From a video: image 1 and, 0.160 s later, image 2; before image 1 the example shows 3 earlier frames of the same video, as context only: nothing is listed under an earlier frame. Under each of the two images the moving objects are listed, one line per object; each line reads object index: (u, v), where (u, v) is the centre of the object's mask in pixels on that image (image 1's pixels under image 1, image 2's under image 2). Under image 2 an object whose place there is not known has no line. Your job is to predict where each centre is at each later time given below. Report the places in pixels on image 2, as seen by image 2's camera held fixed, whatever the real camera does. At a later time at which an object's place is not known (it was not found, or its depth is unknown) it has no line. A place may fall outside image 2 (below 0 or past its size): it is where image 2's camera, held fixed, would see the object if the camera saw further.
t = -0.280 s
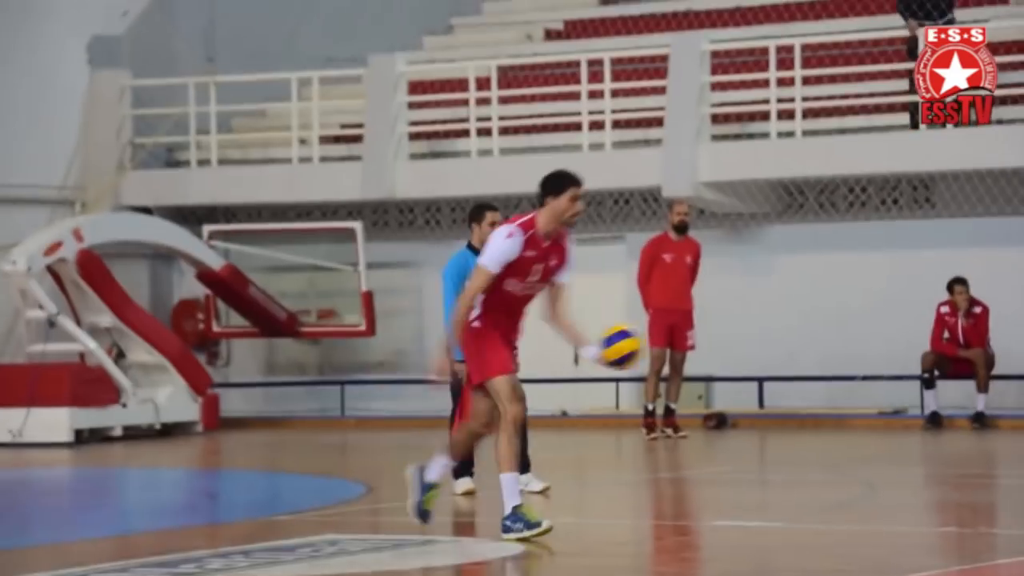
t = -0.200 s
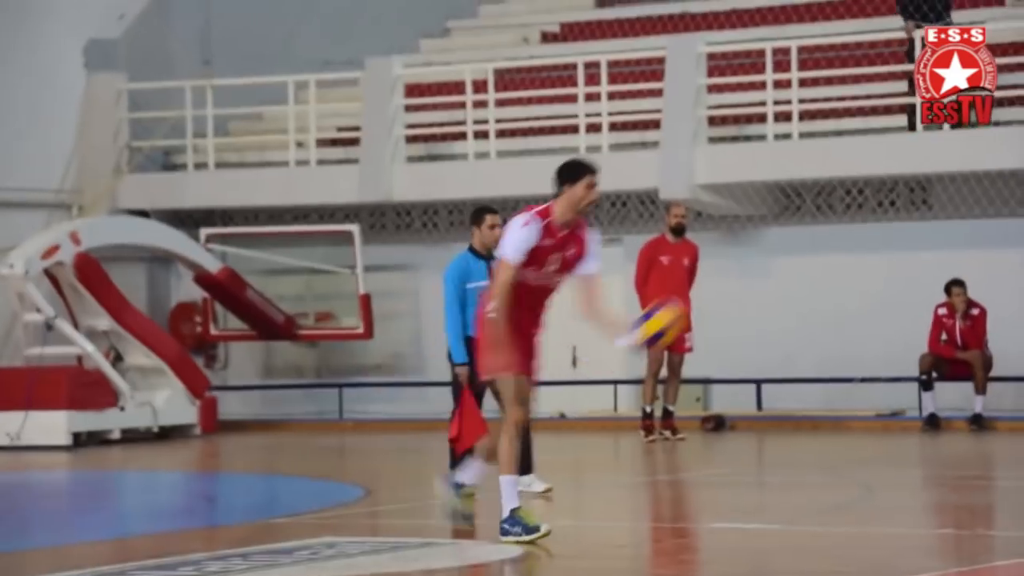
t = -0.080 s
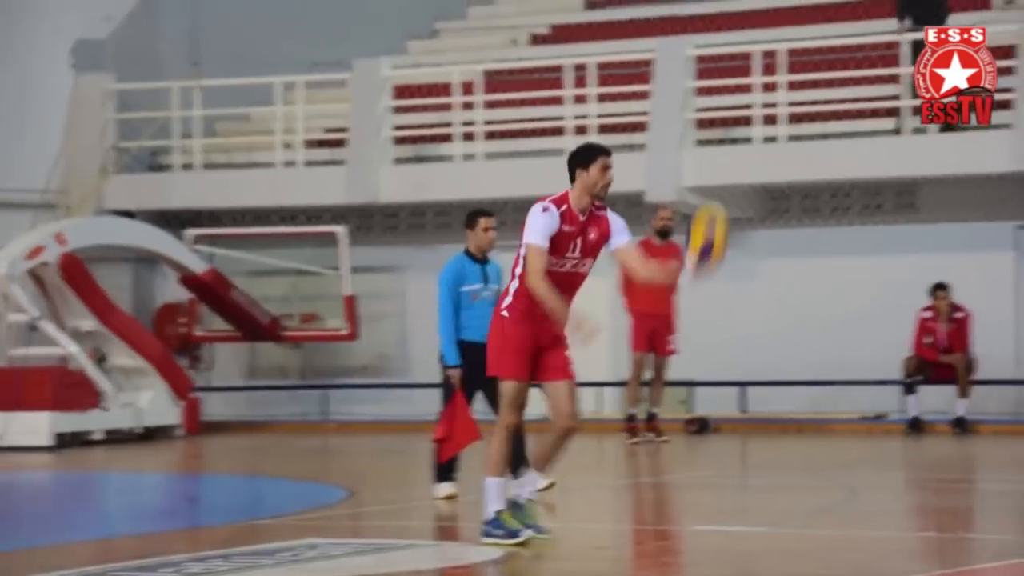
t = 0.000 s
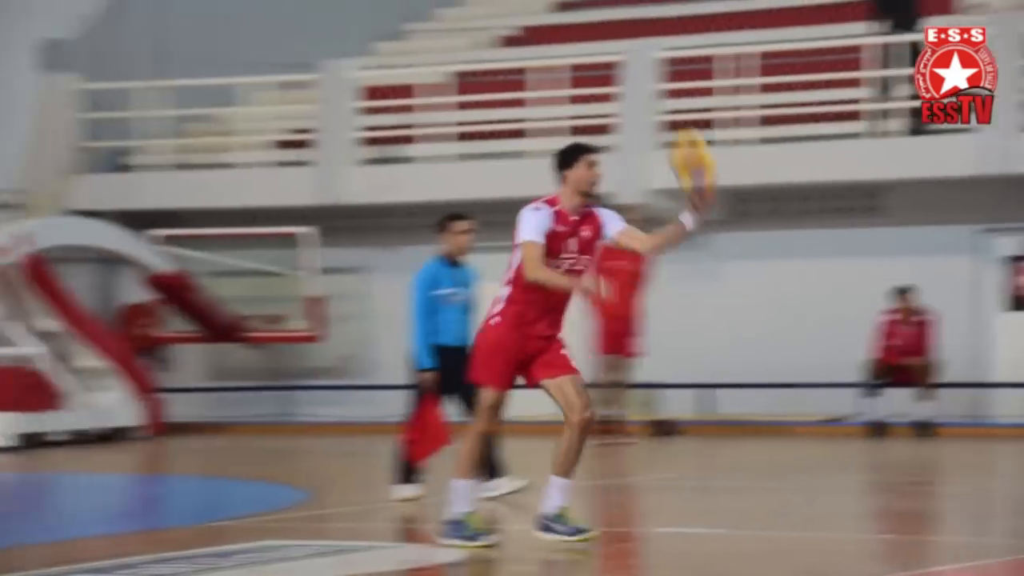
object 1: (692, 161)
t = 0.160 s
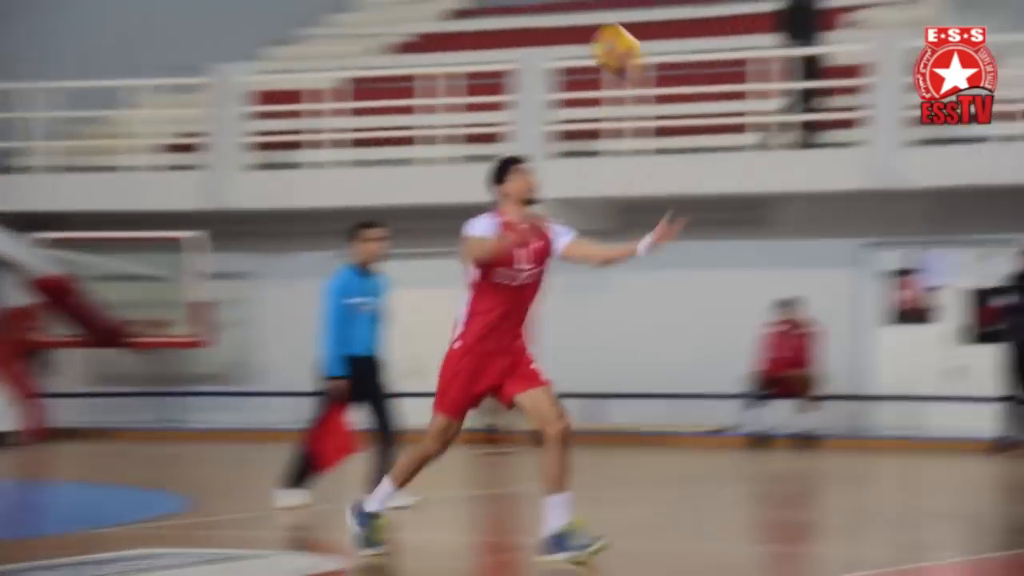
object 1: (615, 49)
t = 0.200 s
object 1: (627, 27)
